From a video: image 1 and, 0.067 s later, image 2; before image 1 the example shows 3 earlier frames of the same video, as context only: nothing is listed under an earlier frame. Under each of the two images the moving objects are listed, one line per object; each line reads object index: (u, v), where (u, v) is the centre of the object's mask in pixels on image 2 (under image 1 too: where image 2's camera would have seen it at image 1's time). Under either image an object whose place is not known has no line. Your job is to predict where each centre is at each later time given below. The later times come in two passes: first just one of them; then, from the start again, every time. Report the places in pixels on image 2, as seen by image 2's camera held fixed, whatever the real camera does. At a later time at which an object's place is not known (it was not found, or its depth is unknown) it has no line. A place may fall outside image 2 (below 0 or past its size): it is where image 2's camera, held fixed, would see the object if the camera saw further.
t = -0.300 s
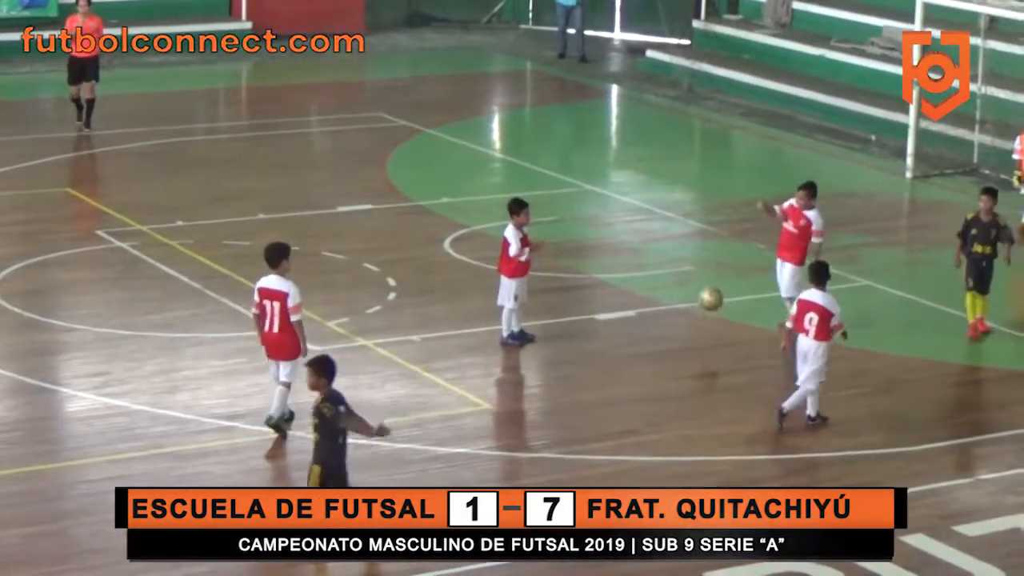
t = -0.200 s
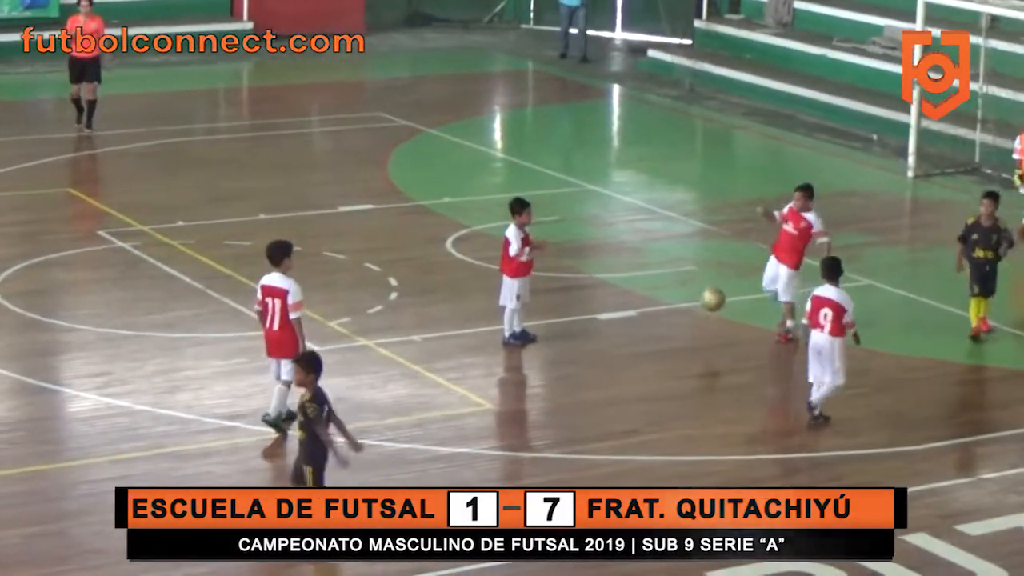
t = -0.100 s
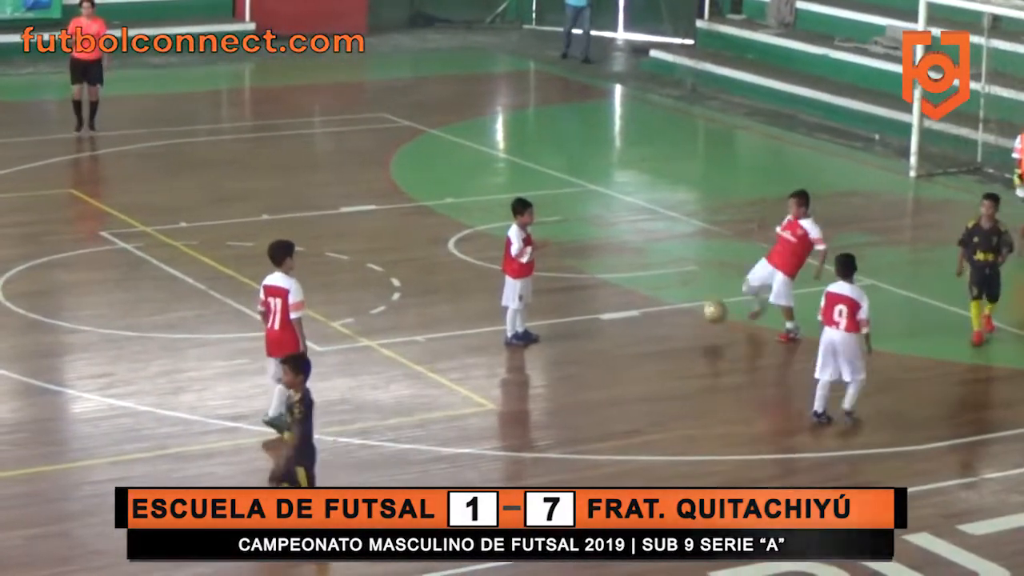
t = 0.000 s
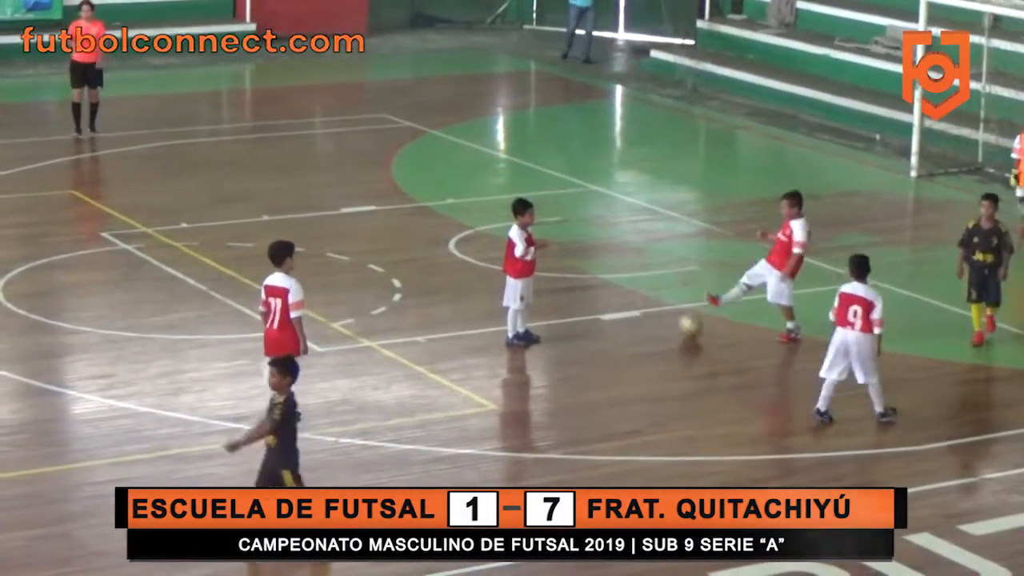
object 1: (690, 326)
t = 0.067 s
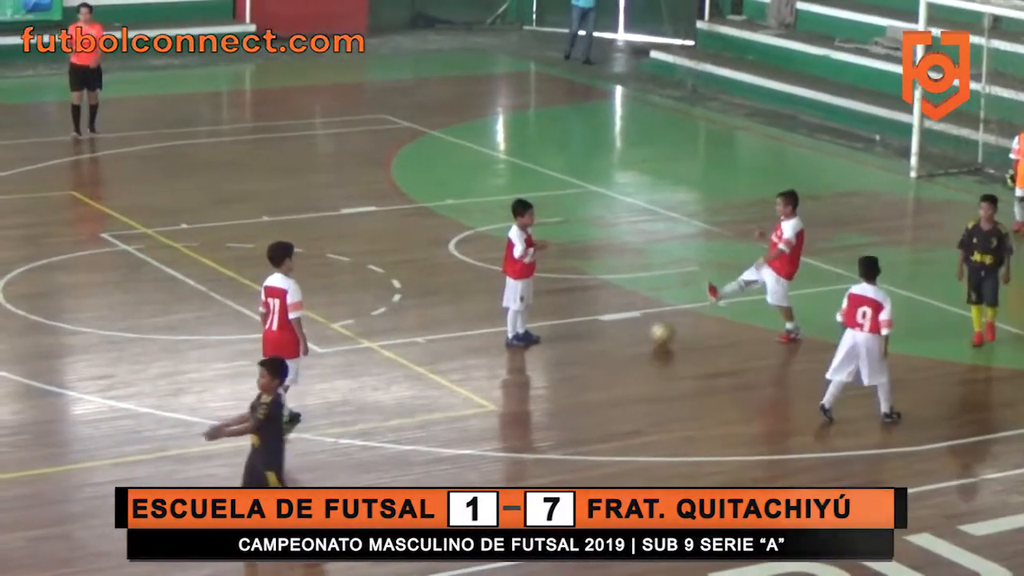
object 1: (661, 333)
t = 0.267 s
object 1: (587, 347)
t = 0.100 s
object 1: (649, 335)
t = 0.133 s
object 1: (635, 338)
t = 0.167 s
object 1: (623, 341)
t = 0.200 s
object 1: (611, 342)
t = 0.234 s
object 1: (599, 345)
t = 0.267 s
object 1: (587, 347)
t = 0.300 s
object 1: (574, 350)
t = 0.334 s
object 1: (563, 352)
